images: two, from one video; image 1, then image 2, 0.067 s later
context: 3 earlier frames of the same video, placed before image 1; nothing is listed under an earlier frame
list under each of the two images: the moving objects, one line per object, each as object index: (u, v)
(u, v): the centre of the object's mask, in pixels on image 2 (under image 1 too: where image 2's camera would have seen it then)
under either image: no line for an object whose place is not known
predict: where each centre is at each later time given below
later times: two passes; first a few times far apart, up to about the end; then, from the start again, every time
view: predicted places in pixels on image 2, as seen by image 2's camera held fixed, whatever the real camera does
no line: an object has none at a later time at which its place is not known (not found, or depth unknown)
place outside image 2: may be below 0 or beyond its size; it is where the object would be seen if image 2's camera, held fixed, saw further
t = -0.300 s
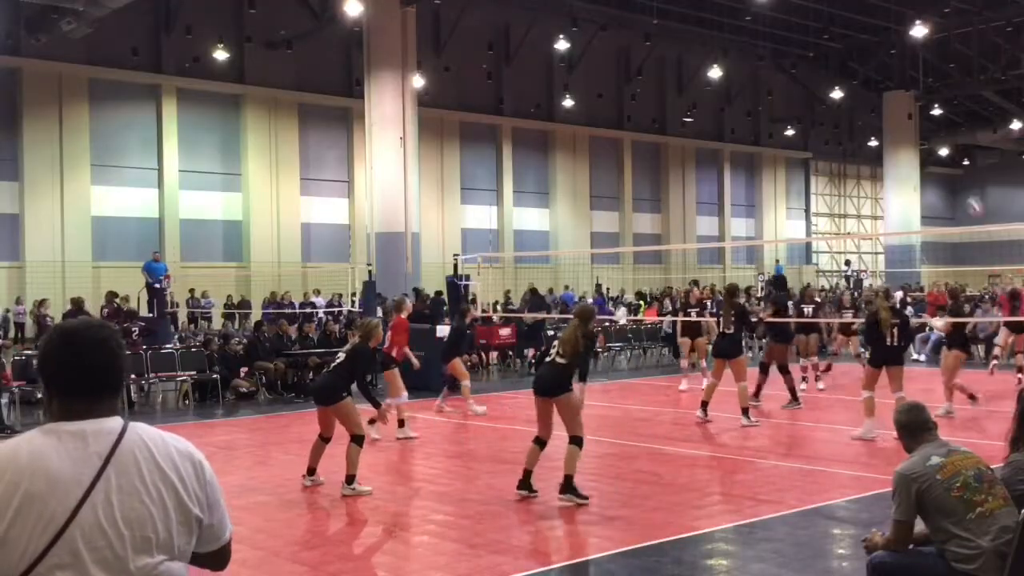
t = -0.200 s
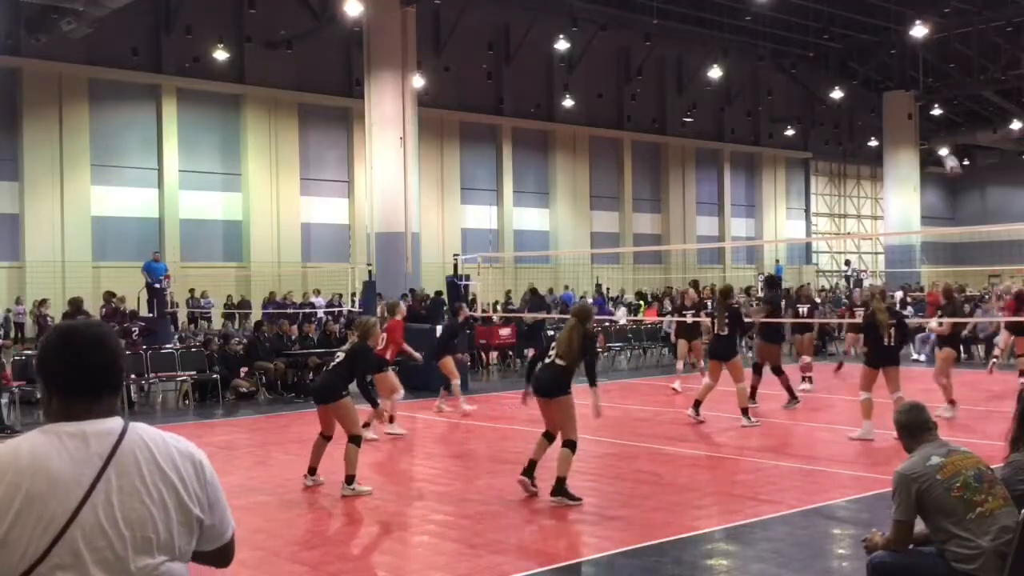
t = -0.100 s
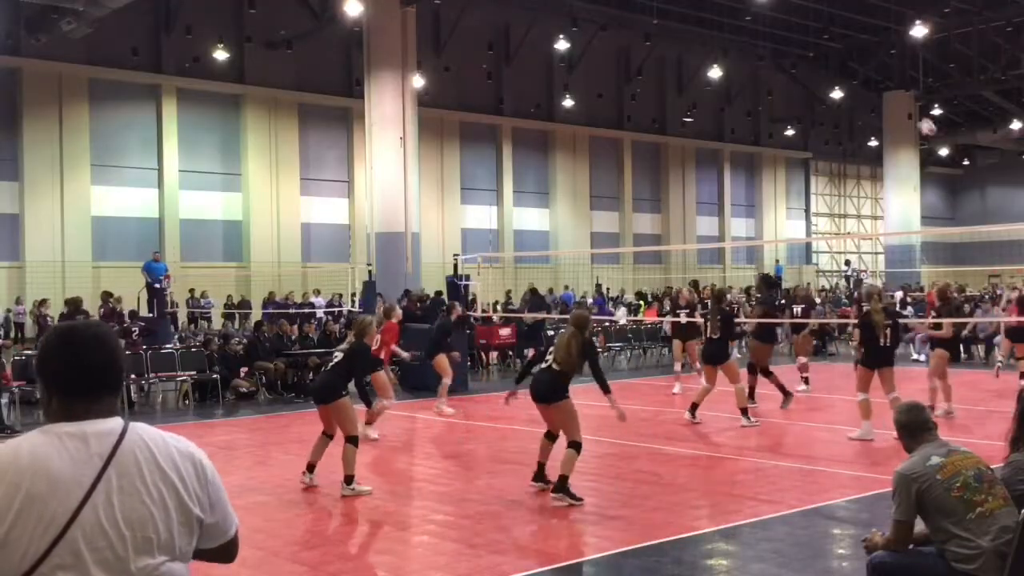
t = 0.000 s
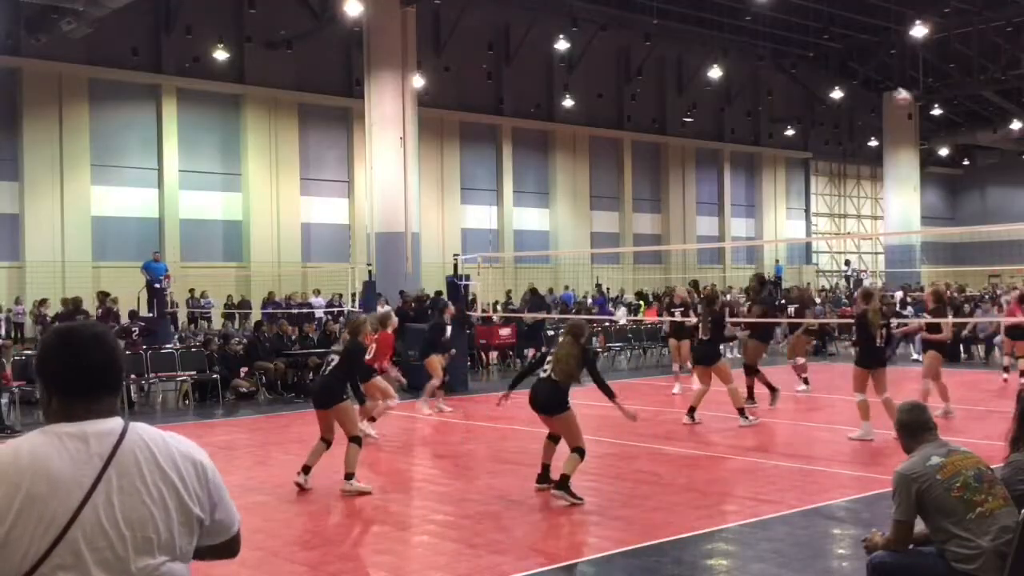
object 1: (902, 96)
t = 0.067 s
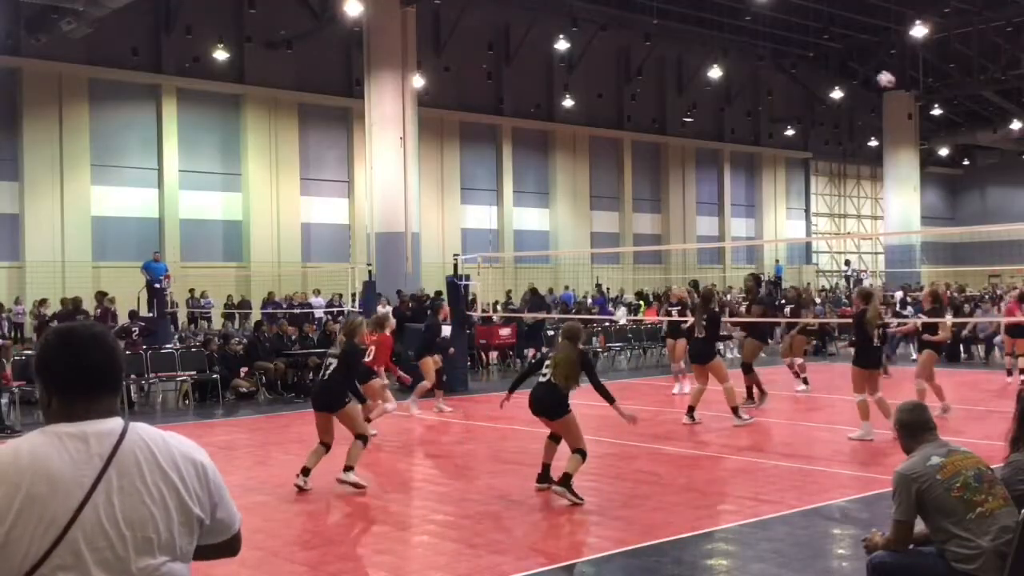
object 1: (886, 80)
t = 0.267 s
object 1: (835, 47)
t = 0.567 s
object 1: (753, 50)
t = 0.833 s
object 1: (676, 116)
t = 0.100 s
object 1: (877, 73)
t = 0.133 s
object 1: (869, 66)
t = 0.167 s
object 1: (860, 60)
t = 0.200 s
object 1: (852, 54)
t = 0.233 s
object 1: (843, 50)
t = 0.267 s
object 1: (835, 47)
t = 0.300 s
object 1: (826, 43)
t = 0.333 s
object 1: (817, 42)
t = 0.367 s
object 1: (808, 41)
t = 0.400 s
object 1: (799, 40)
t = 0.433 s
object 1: (790, 41)
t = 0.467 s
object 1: (781, 42)
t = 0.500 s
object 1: (771, 44)
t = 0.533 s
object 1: (762, 47)
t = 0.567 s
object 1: (753, 50)
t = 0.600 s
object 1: (743, 55)
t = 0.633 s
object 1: (734, 61)
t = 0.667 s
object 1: (726, 66)
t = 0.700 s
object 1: (715, 75)
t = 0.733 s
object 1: (704, 84)
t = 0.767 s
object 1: (695, 93)
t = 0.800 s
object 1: (686, 104)
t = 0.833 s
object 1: (676, 116)
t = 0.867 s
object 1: (666, 126)
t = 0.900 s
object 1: (656, 141)
